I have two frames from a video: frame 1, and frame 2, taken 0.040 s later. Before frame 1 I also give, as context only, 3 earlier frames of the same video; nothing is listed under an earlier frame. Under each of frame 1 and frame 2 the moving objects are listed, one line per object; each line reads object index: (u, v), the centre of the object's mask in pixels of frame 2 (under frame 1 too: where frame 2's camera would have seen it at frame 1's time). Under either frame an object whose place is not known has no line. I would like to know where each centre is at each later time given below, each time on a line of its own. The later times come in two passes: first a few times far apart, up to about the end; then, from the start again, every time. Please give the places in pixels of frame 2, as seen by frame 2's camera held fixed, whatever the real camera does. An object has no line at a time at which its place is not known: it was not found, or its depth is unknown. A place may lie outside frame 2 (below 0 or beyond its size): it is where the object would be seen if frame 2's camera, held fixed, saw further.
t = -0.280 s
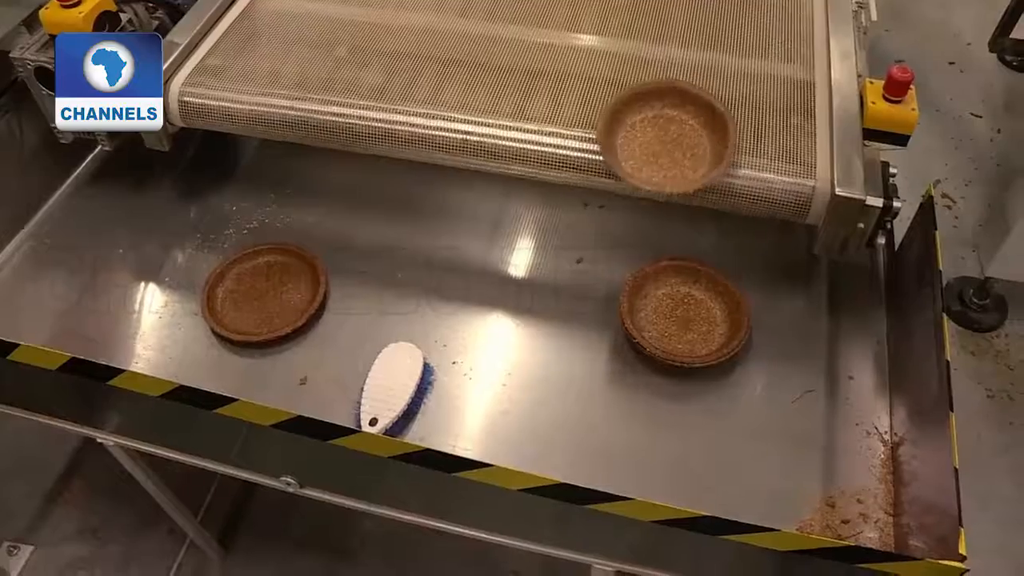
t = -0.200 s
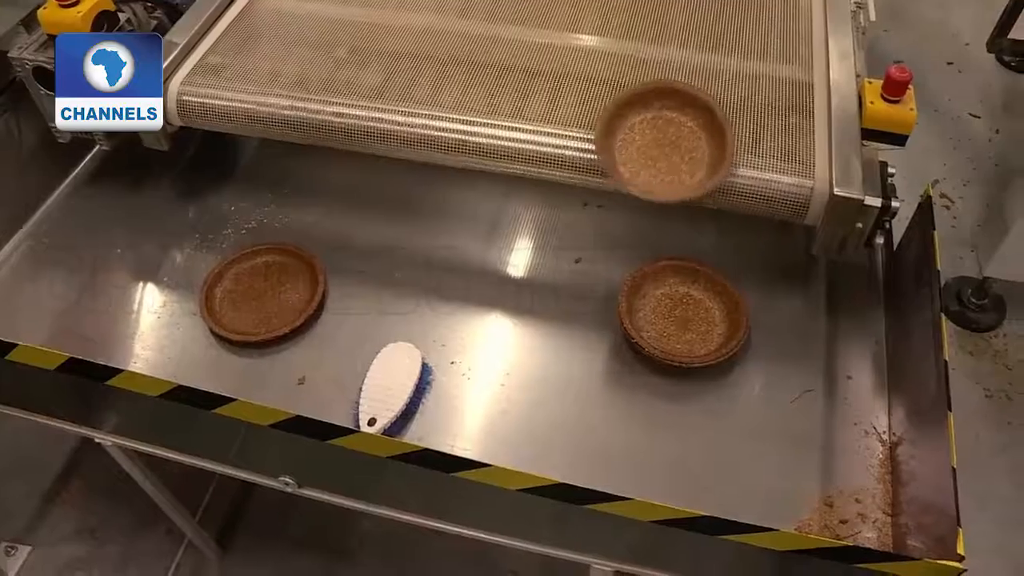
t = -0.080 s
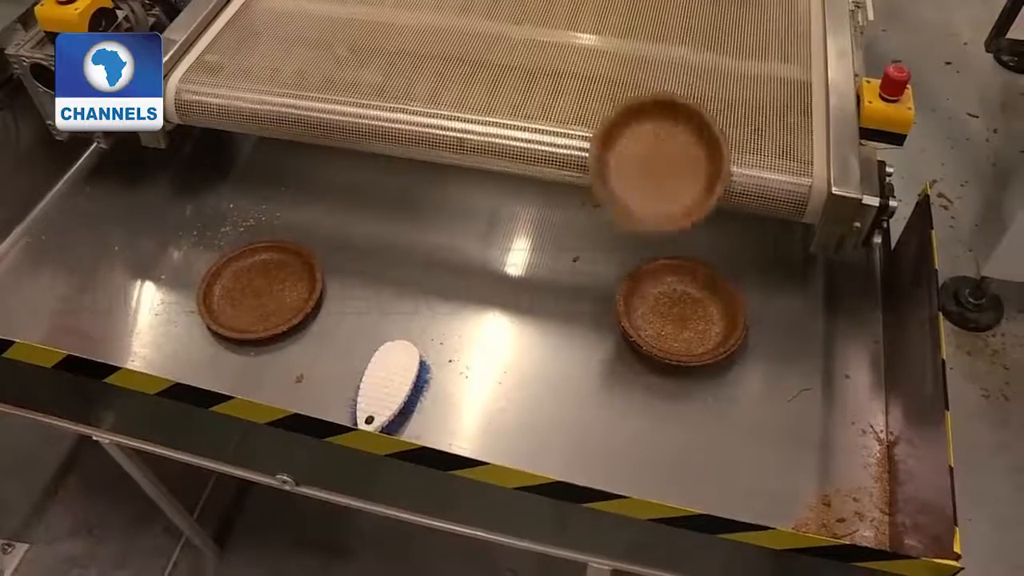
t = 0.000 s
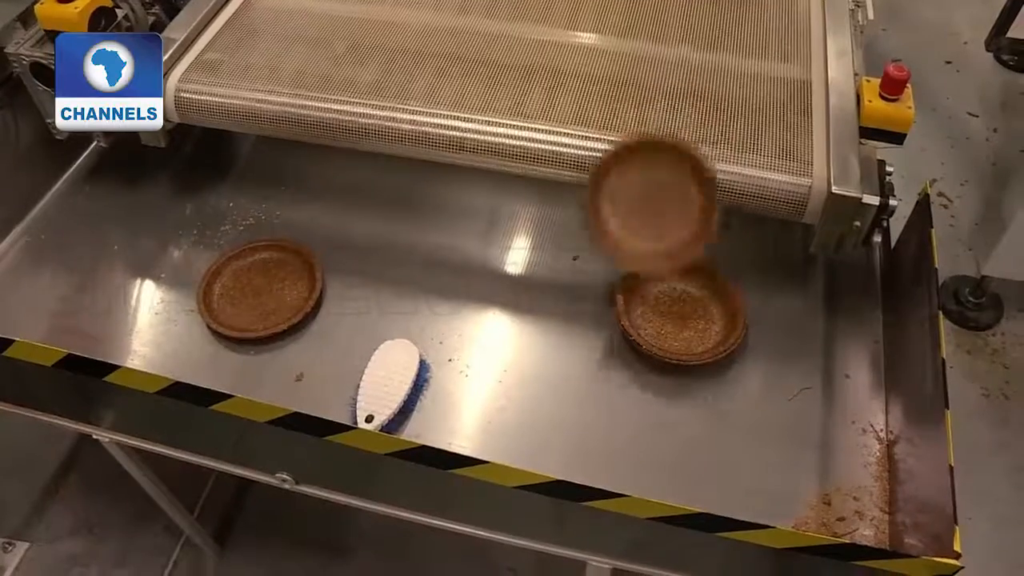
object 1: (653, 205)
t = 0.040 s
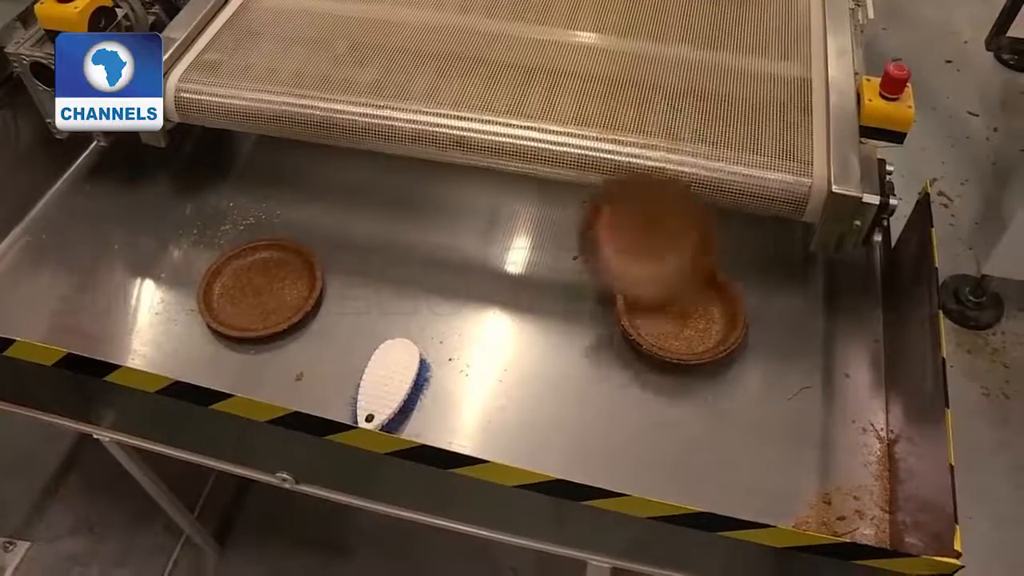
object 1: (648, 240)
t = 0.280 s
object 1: (681, 304)
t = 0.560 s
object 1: (681, 308)
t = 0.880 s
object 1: (681, 309)
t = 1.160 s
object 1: (681, 309)
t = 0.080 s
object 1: (648, 260)
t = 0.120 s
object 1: (654, 277)
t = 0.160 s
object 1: (661, 286)
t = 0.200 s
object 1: (667, 294)
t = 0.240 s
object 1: (679, 302)
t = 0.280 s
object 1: (681, 304)
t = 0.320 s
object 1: (682, 304)
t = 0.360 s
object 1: (683, 304)
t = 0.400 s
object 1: (682, 304)
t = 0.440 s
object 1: (681, 306)
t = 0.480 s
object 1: (681, 308)
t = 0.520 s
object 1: (681, 308)
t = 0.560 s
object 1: (681, 308)
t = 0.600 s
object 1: (681, 308)
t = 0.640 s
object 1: (681, 308)
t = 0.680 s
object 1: (681, 308)
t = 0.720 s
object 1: (681, 309)
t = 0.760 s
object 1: (681, 309)
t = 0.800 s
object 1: (681, 309)
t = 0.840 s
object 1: (681, 309)
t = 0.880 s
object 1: (681, 309)
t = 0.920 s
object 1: (681, 309)
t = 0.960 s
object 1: (681, 309)
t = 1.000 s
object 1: (681, 309)
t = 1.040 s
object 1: (681, 309)
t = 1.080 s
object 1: (681, 309)
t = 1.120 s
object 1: (681, 309)
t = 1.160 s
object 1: (681, 309)
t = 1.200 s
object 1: (681, 308)
